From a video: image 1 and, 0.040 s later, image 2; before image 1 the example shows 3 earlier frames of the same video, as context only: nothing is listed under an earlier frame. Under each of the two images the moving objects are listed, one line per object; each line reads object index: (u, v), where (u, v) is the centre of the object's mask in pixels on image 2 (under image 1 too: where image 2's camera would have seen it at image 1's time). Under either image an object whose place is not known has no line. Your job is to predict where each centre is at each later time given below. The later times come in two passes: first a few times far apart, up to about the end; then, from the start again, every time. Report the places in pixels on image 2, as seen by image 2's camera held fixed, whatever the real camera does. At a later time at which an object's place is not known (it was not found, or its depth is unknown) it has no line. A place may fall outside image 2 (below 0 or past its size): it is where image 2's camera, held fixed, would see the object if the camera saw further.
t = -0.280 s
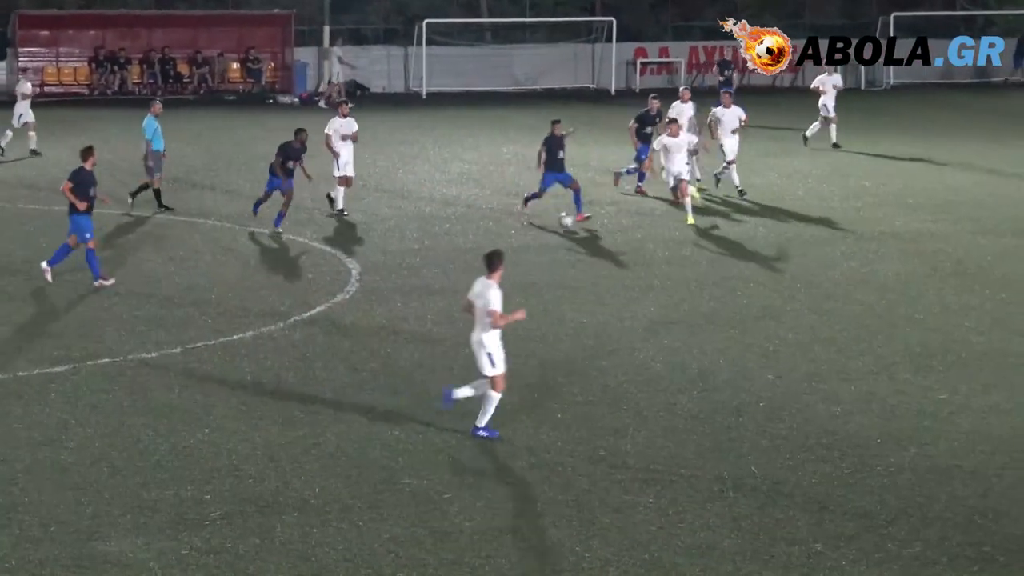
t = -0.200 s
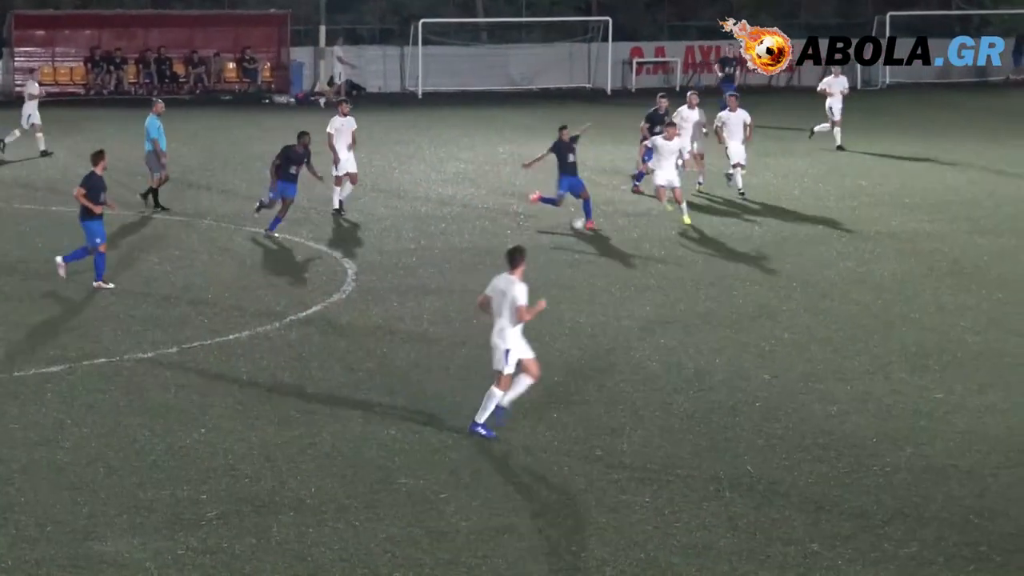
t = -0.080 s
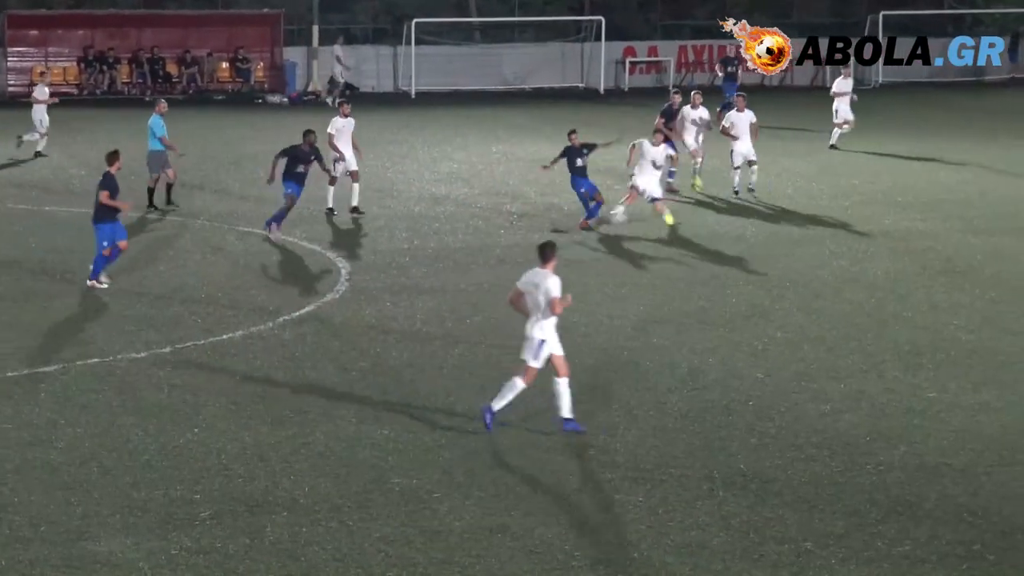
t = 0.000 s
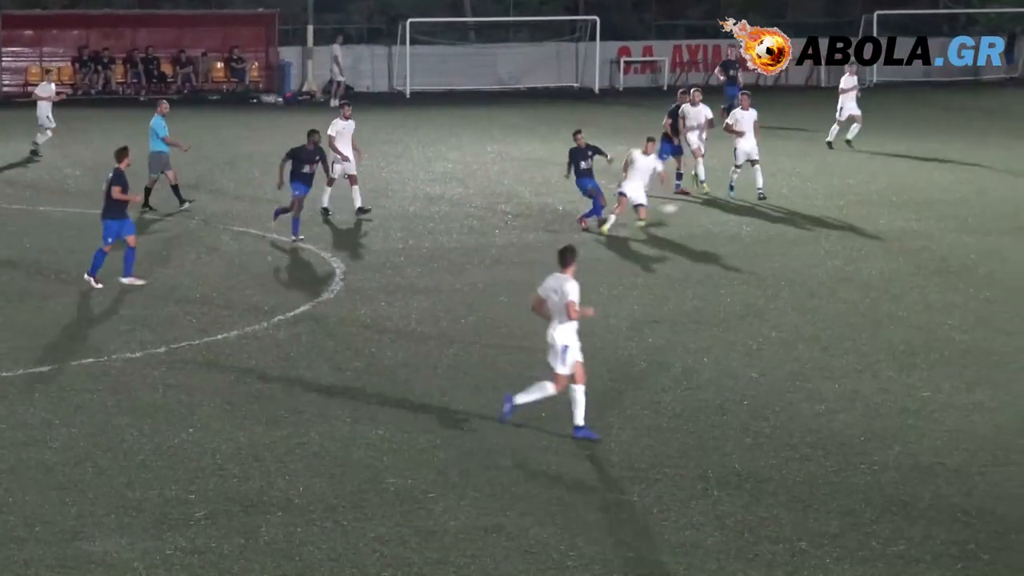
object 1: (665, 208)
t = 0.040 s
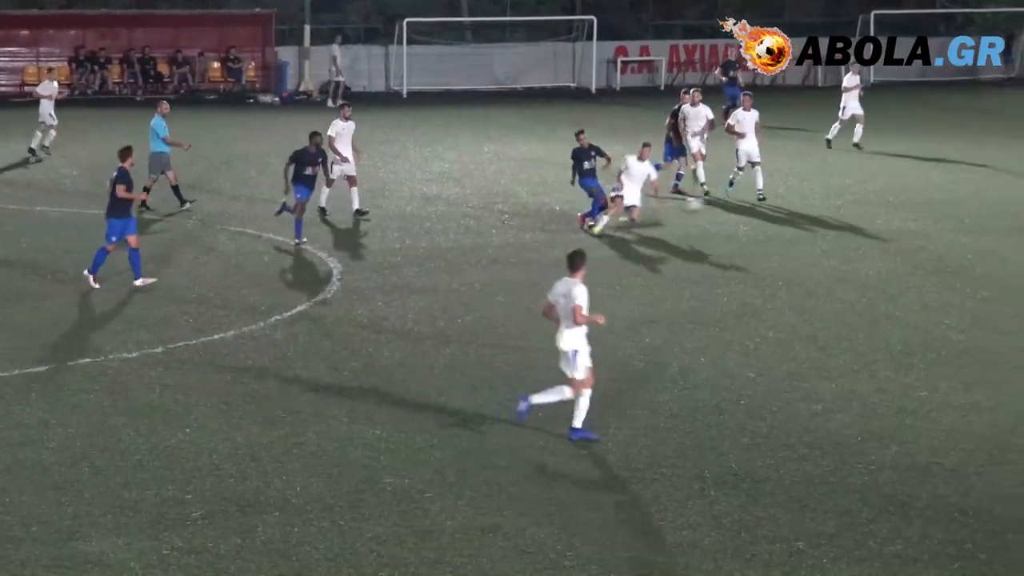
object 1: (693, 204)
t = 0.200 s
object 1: (816, 201)
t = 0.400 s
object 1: (990, 226)
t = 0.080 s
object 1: (723, 203)
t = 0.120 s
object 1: (754, 201)
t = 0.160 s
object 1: (785, 202)
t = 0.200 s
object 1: (816, 201)
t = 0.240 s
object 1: (849, 205)
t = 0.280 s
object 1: (884, 208)
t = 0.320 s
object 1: (918, 213)
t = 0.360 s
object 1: (954, 219)
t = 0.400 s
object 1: (990, 226)
